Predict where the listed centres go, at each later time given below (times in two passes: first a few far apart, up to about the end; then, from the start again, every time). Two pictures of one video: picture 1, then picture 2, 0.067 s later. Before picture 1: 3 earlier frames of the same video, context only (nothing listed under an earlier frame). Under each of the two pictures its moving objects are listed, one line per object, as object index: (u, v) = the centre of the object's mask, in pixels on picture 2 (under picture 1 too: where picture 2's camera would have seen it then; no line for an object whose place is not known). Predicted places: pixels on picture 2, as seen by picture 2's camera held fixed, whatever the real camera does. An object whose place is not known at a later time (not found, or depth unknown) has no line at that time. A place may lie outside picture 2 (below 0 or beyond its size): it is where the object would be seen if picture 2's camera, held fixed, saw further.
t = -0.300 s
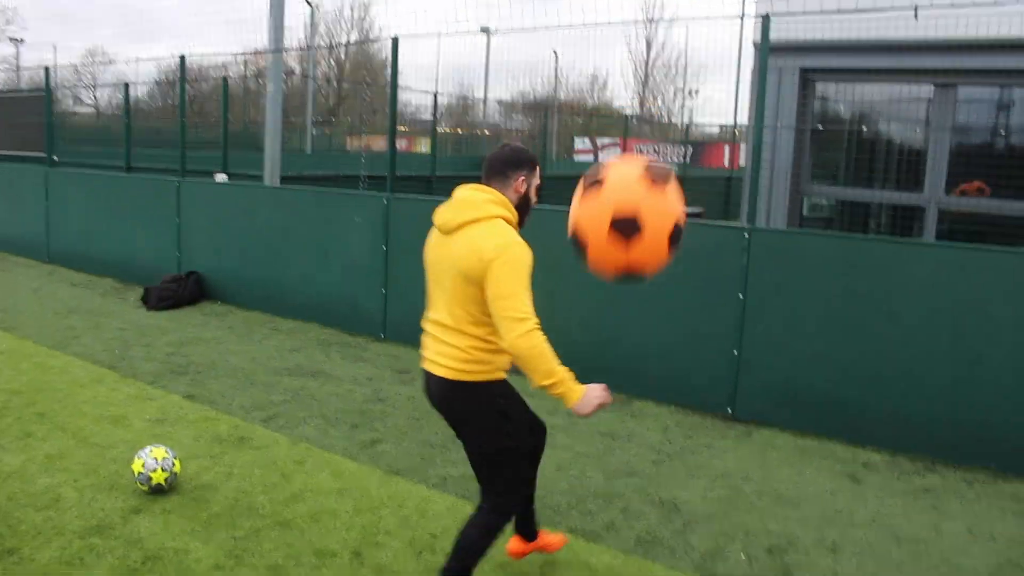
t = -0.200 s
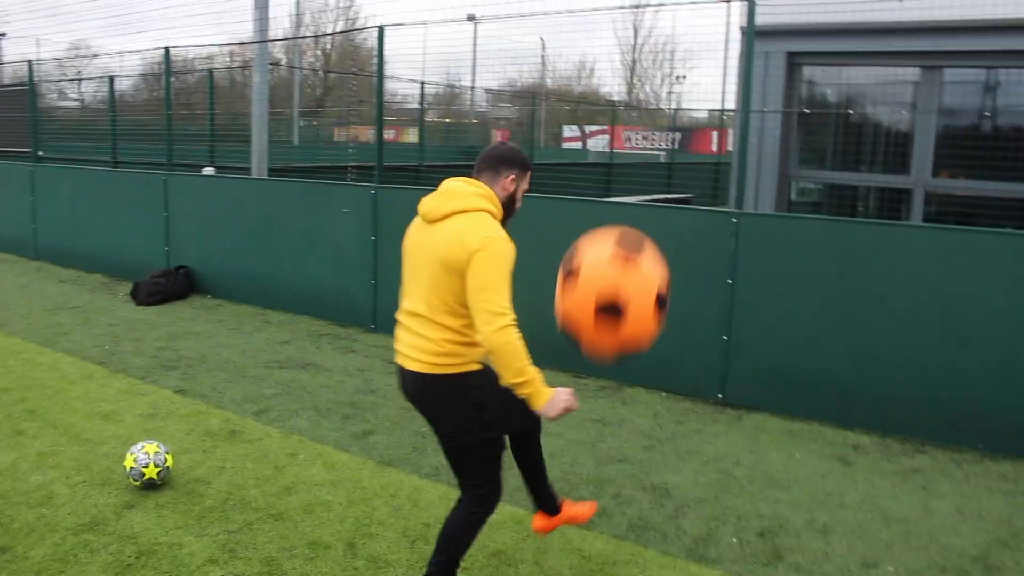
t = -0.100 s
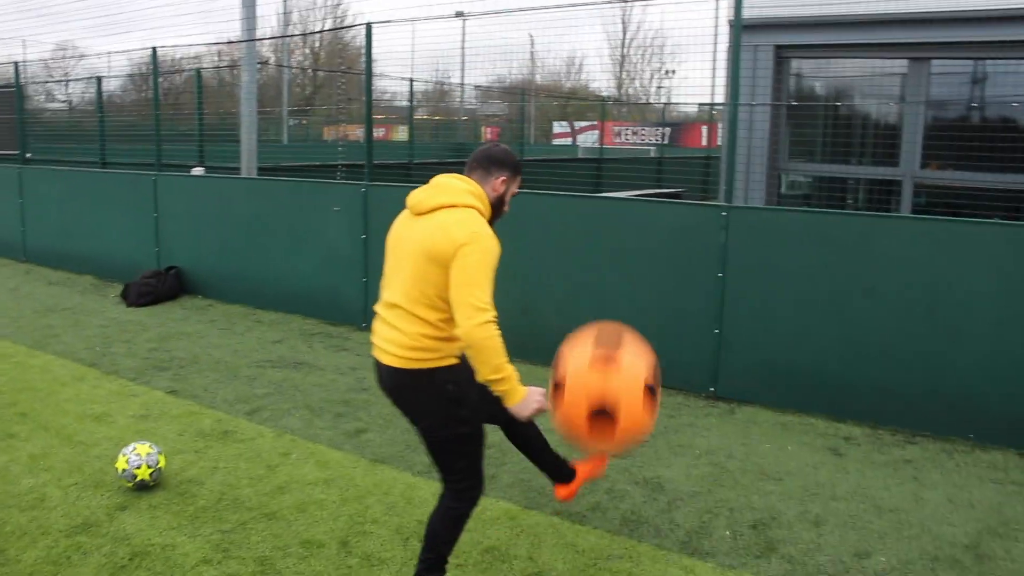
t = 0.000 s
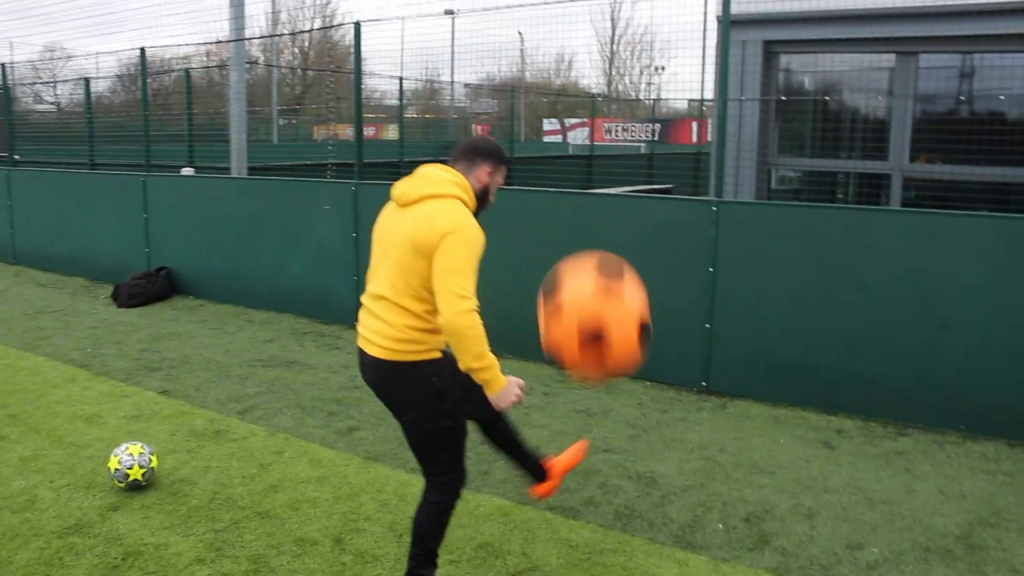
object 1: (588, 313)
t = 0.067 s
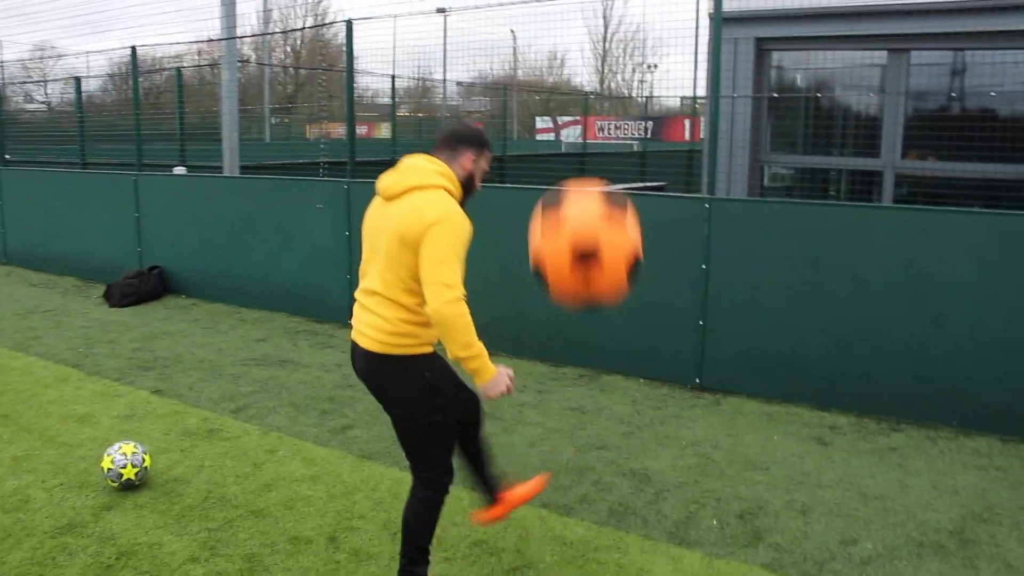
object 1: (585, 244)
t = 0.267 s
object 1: (593, 80)
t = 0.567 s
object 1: (634, -13)
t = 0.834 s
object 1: (670, 55)
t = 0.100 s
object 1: (584, 212)
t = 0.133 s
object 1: (585, 184)
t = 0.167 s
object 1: (586, 151)
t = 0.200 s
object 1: (588, 127)
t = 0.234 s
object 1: (589, 104)
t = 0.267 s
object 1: (593, 80)
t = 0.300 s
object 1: (596, 63)
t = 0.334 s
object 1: (601, 50)
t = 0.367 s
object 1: (605, 38)
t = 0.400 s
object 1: (610, 27)
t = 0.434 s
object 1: (615, 12)
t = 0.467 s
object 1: (619, 1)
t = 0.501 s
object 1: (624, -6)
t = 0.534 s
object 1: (629, -11)
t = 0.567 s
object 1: (634, -13)
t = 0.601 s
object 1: (639, -12)
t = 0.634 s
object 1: (643, -8)
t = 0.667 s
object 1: (646, -2)
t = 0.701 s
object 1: (651, 5)
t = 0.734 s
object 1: (657, 14)
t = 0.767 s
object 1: (662, 26)
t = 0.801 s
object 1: (665, 40)
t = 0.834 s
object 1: (670, 55)
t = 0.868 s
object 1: (676, 72)
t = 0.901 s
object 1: (679, 91)
